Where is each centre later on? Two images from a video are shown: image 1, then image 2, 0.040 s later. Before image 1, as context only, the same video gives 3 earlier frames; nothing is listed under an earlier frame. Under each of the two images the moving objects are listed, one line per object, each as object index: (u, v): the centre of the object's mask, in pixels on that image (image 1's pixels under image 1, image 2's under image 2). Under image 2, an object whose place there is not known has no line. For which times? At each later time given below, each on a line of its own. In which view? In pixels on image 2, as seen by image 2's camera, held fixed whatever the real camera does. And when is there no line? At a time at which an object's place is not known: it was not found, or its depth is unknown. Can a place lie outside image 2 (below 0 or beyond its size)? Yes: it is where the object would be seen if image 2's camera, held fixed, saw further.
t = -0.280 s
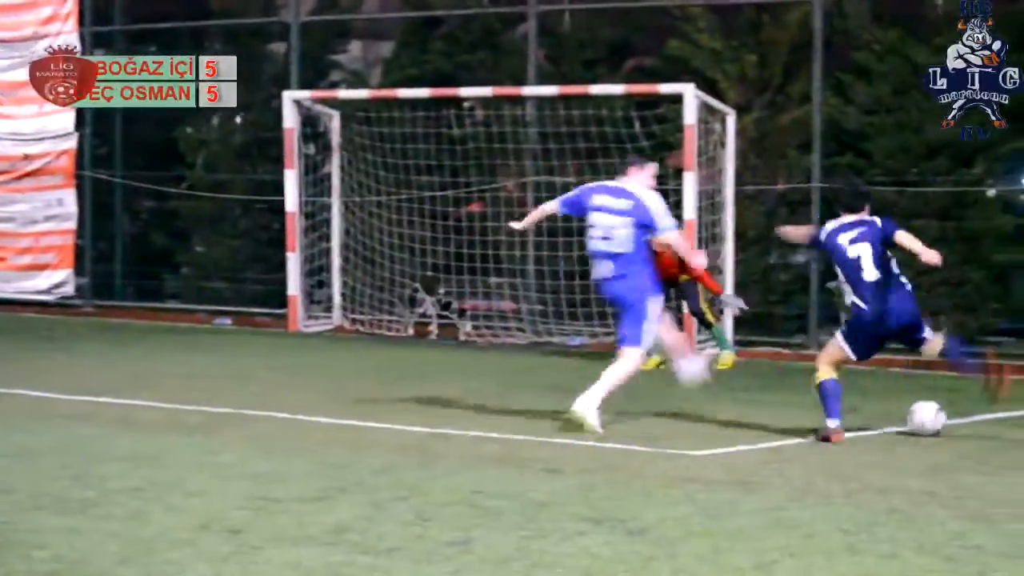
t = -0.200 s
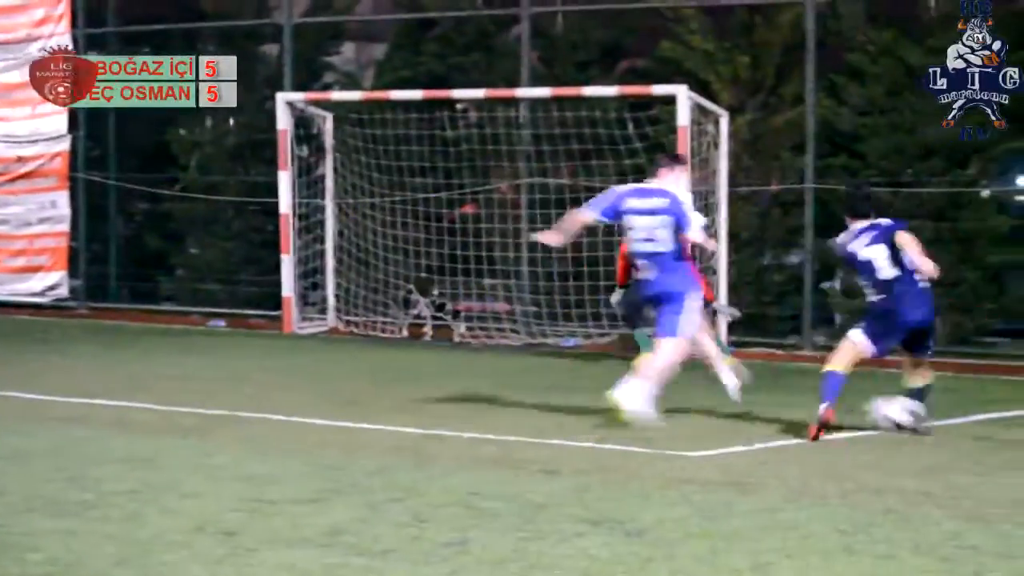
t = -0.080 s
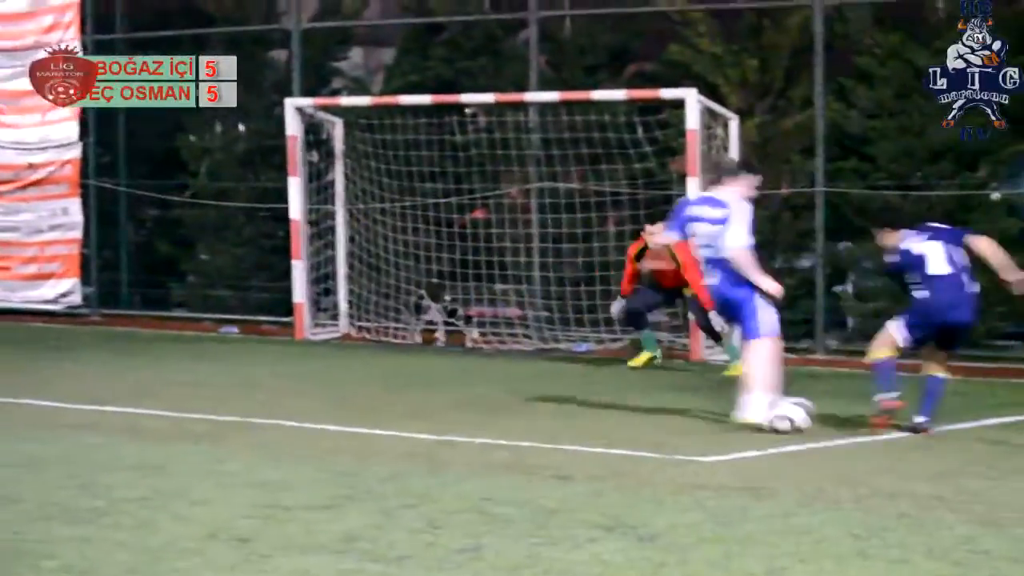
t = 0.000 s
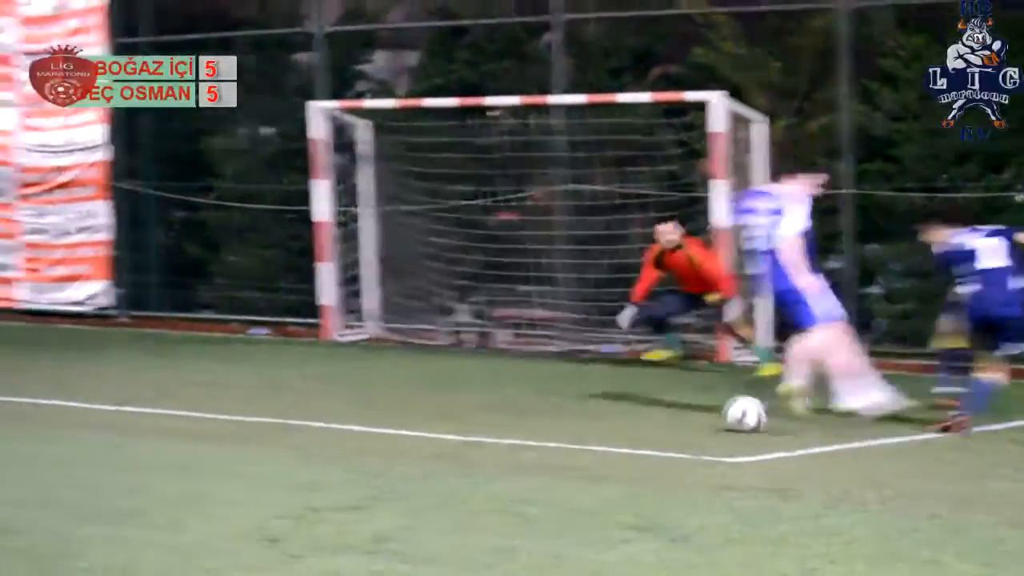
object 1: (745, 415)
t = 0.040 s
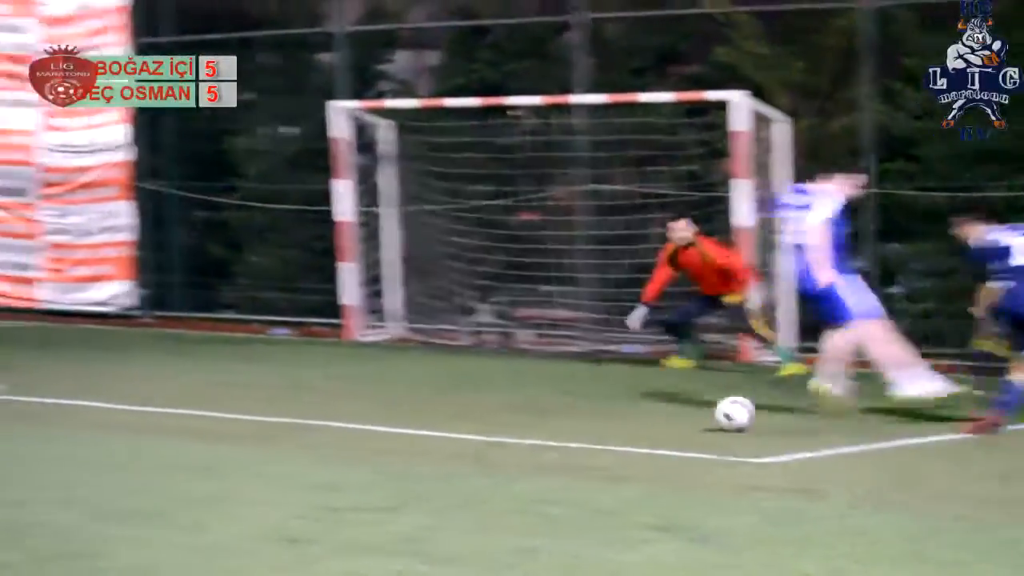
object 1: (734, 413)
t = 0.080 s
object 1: (701, 413)
